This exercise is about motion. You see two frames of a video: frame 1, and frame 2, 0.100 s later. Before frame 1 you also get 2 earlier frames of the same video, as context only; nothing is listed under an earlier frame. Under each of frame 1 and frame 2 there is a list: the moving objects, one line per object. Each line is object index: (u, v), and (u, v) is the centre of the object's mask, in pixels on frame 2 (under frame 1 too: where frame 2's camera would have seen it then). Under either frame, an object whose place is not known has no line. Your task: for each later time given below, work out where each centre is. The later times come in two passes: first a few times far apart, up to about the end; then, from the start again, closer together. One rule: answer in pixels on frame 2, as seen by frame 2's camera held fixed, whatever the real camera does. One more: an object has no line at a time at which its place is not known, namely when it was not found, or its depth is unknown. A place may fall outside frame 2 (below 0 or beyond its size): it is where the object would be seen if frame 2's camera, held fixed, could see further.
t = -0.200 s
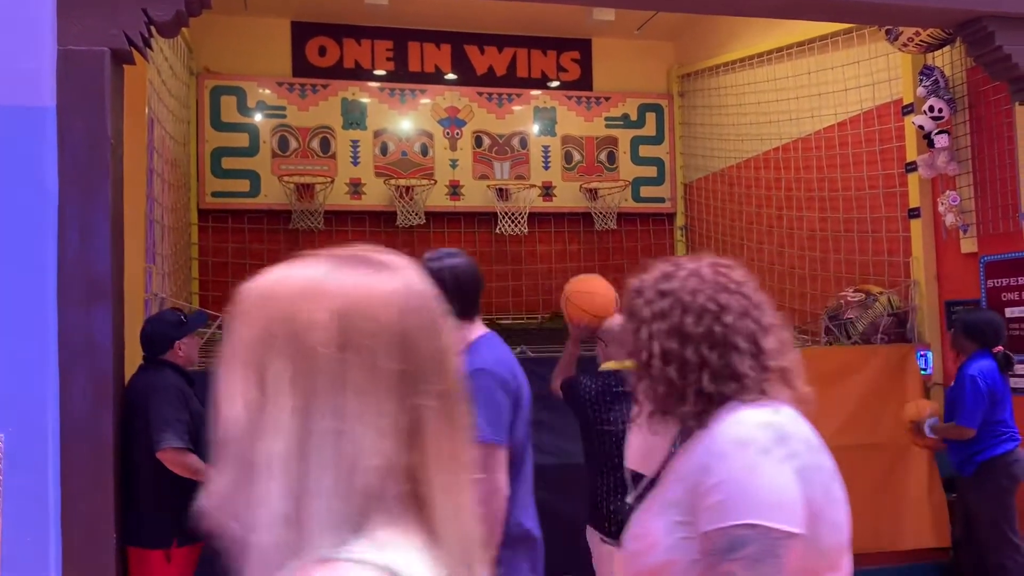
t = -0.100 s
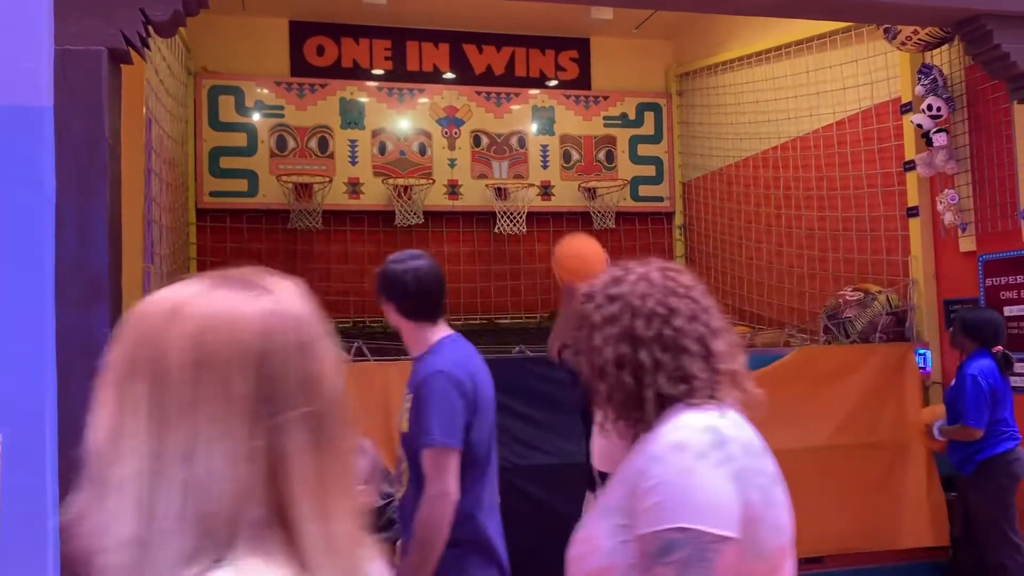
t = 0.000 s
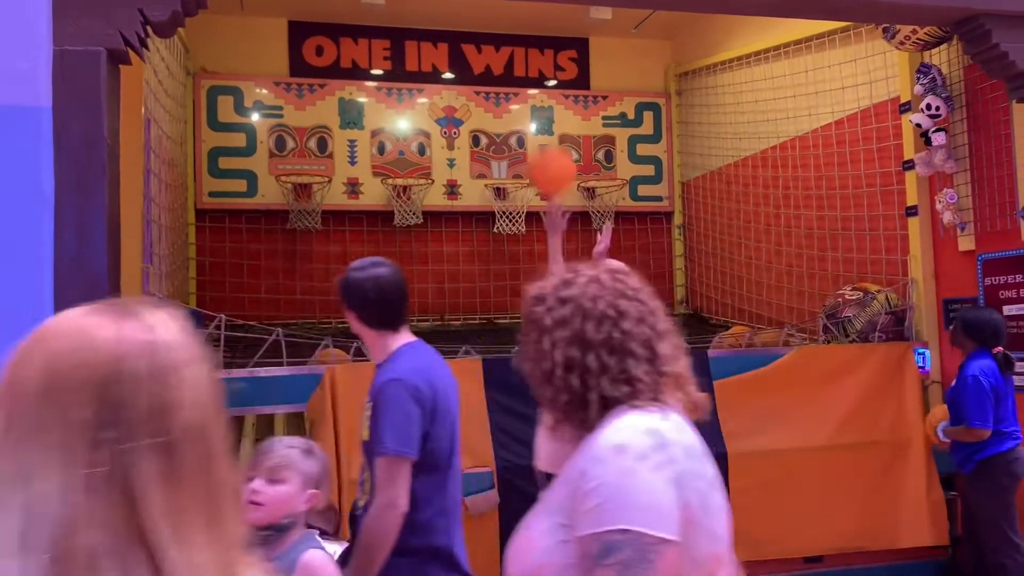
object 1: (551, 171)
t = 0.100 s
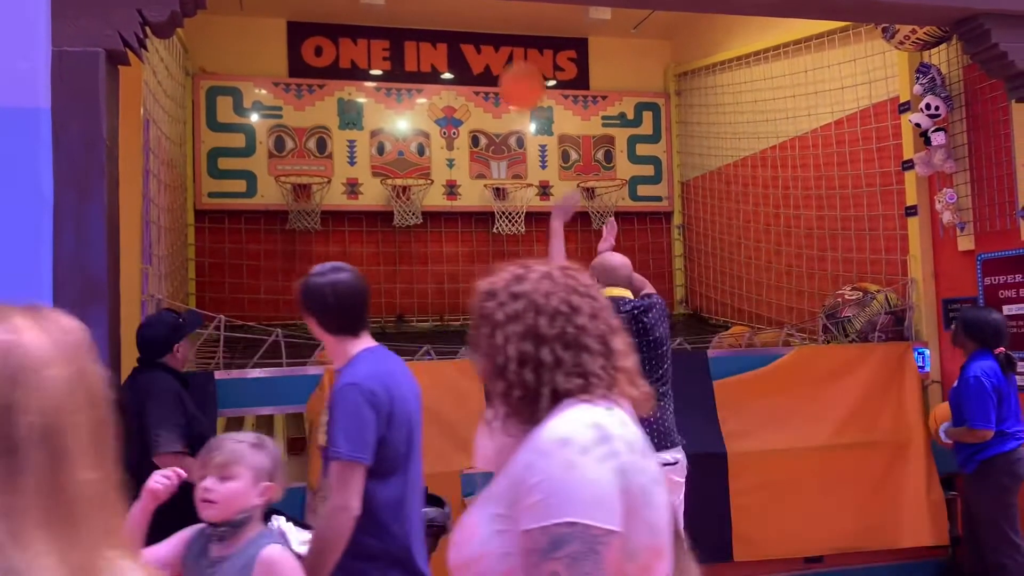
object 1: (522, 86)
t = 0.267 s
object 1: (485, 15)
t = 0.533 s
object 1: (449, 8)
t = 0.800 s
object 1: (426, 82)
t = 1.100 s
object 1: (406, 206)
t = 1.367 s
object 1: (385, 250)
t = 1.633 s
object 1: (371, 310)
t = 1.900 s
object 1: (371, 291)
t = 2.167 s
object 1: (374, 335)
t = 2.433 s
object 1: (390, 344)
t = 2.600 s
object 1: (399, 344)
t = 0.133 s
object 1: (514, 65)
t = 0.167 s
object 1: (506, 50)
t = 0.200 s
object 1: (498, 35)
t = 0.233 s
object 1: (491, 22)
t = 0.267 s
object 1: (485, 15)
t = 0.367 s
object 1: (468, 6)
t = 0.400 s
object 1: (464, 6)
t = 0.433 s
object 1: (459, 5)
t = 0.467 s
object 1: (455, 5)
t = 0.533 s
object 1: (449, 8)
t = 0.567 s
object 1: (446, 12)
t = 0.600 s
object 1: (442, 18)
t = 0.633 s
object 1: (438, 26)
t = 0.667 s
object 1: (436, 34)
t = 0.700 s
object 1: (433, 45)
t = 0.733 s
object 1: (431, 58)
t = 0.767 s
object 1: (428, 70)
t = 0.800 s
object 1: (426, 82)
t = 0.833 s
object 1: (423, 95)
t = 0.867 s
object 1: (420, 111)
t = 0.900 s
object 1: (419, 126)
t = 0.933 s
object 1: (417, 143)
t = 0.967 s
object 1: (415, 159)
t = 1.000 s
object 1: (414, 174)
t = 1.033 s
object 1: (413, 192)
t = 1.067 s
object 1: (409, 202)
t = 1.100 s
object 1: (406, 206)
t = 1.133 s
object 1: (403, 206)
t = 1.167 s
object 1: (401, 207)
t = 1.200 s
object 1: (398, 212)
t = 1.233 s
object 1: (395, 217)
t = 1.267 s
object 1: (393, 224)
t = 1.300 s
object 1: (391, 230)
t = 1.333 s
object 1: (388, 240)
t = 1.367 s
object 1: (385, 250)
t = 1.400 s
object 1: (383, 260)
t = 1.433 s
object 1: (381, 273)
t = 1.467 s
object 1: (378, 286)
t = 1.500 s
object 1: (375, 301)
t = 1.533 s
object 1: (373, 318)
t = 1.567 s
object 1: (372, 324)
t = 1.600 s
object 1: (371, 318)
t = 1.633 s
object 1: (371, 310)
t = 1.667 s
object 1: (371, 302)
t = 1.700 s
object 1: (371, 297)
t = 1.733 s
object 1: (371, 295)
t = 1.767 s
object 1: (370, 290)
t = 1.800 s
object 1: (370, 290)
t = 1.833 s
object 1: (370, 290)
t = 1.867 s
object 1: (370, 290)
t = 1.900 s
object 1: (371, 291)
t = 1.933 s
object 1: (371, 293)
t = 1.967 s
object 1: (371, 297)
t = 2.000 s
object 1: (371, 304)
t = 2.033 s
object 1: (371, 313)
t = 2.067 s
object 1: (371, 322)
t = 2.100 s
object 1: (372, 330)
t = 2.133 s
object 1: (373, 335)
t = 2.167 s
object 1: (374, 335)
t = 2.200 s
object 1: (376, 333)
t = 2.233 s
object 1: (377, 331)
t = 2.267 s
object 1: (379, 331)
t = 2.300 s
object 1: (381, 330)
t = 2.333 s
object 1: (383, 331)
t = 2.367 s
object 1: (386, 333)
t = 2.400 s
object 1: (389, 335)
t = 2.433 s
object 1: (390, 344)
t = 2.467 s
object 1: (393, 346)
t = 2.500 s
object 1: (394, 346)
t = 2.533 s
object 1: (396, 345)
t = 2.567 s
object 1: (398, 344)
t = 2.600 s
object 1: (399, 344)
